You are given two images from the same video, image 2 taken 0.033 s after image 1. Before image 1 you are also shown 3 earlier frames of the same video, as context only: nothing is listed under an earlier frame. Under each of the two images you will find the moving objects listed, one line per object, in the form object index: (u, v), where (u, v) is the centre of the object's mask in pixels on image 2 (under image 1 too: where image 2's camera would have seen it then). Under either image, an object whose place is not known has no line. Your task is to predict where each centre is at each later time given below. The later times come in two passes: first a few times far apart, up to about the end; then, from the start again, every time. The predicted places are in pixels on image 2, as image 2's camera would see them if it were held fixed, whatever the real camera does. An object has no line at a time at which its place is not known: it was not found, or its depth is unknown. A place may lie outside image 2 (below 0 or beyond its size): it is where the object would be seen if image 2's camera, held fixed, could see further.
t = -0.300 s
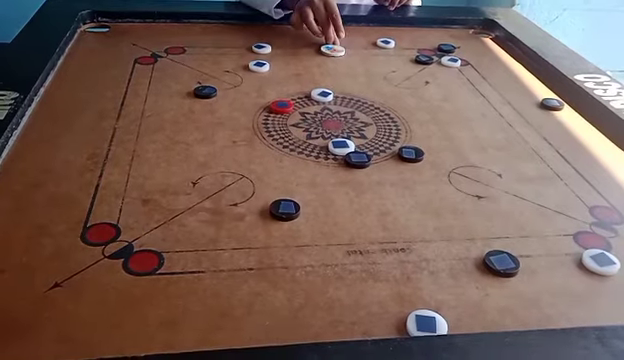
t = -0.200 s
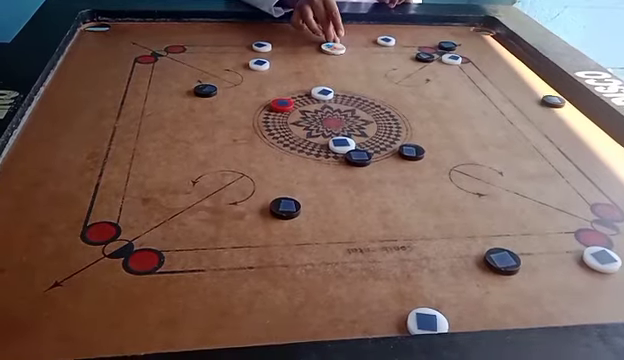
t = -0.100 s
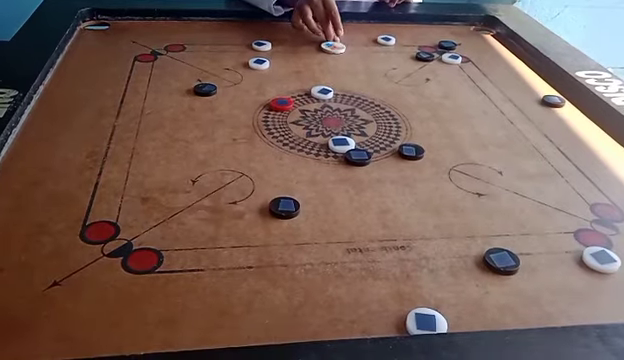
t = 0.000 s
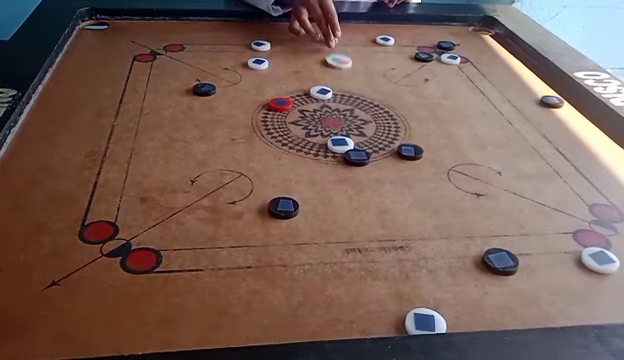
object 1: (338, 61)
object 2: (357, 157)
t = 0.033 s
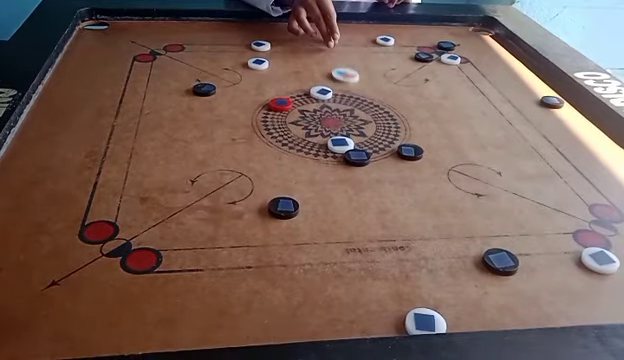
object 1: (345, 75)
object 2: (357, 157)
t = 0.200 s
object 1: (389, 157)
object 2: (345, 162)
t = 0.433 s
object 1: (495, 242)
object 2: (196, 190)
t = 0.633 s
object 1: (523, 241)
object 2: (91, 188)
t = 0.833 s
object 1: (521, 202)
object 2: (13, 182)
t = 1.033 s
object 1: (519, 173)
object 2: (43, 173)
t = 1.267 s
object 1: (518, 146)
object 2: (99, 161)
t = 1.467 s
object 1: (516, 129)
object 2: (141, 151)
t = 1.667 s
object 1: (515, 115)
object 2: (167, 143)
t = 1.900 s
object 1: (514, 104)
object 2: (193, 135)
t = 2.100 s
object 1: (513, 99)
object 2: (212, 128)
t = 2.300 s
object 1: (513, 95)
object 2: (229, 122)
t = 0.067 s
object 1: (352, 89)
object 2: (357, 157)
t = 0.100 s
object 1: (359, 105)
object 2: (357, 157)
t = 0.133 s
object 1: (367, 122)
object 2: (357, 157)
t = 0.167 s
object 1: (377, 141)
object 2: (357, 157)
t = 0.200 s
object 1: (389, 157)
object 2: (345, 162)
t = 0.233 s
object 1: (404, 171)
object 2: (323, 172)
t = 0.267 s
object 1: (420, 184)
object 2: (302, 181)
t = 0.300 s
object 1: (438, 199)
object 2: (279, 189)
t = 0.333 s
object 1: (456, 215)
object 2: (258, 190)
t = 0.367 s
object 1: (475, 231)
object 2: (237, 191)
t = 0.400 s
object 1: (487, 239)
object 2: (216, 191)
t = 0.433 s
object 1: (495, 242)
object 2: (196, 190)
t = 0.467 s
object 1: (503, 245)
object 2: (177, 190)
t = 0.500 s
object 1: (510, 248)
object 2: (158, 190)
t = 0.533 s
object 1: (516, 250)
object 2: (140, 190)
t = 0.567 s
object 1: (521, 251)
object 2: (123, 189)
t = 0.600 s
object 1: (524, 248)
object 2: (107, 189)
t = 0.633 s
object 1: (523, 241)
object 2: (91, 188)
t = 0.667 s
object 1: (523, 233)
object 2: (76, 188)
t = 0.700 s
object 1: (522, 226)
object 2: (62, 187)
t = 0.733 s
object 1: (522, 220)
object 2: (49, 186)
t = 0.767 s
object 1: (521, 214)
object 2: (36, 185)
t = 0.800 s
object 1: (521, 208)
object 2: (23, 183)
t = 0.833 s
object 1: (521, 202)
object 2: (13, 182)
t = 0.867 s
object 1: (521, 197)
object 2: (8, 180)
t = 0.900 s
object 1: (520, 191)
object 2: (13, 179)
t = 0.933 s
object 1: (520, 186)
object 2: (18, 178)
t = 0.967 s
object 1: (520, 182)
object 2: (26, 176)
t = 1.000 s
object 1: (520, 177)
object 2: (34, 175)
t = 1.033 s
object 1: (519, 173)
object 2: (43, 173)
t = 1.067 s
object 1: (519, 169)
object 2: (51, 172)
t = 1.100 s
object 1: (519, 165)
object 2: (60, 170)
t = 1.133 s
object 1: (518, 161)
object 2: (68, 168)
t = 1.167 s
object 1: (518, 157)
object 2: (76, 166)
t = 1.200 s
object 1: (518, 153)
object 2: (84, 164)
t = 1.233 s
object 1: (518, 150)
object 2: (92, 163)
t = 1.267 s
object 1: (518, 146)
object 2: (99, 161)
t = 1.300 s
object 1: (517, 143)
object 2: (107, 159)
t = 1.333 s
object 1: (517, 140)
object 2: (115, 158)
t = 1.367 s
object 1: (516, 137)
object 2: (122, 156)
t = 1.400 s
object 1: (516, 134)
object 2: (129, 154)
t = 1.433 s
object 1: (516, 131)
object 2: (135, 153)
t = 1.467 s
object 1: (516, 129)
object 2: (141, 151)
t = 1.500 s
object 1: (515, 126)
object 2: (146, 150)
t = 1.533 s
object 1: (515, 124)
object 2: (151, 148)
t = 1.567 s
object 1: (515, 121)
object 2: (155, 147)
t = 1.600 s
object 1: (515, 119)
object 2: (159, 146)
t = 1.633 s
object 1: (515, 117)
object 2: (163, 144)
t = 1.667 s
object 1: (515, 115)
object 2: (167, 143)
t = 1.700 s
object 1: (515, 113)
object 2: (171, 142)
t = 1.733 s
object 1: (514, 112)
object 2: (175, 140)
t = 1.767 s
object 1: (514, 110)
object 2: (179, 139)
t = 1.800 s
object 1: (514, 108)
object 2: (182, 138)
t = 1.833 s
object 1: (514, 107)
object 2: (186, 137)
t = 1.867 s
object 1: (514, 106)
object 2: (189, 136)
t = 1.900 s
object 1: (514, 104)
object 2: (193, 135)
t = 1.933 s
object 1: (513, 103)
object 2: (196, 134)
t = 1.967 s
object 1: (513, 102)
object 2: (200, 133)
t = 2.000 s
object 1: (513, 101)
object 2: (203, 131)
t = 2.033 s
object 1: (513, 100)
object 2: (206, 130)
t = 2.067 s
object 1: (513, 99)
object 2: (209, 129)
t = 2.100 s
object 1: (513, 99)
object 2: (212, 128)
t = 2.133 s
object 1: (513, 98)
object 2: (215, 127)
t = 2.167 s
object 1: (513, 97)
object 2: (218, 126)
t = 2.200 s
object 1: (513, 97)
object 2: (221, 125)
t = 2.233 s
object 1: (513, 96)
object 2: (223, 124)
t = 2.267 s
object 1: (513, 96)
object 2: (226, 123)
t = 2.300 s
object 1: (513, 95)
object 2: (229, 122)
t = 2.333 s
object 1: (513, 94)
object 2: (232, 121)
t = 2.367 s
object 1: (513, 94)
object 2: (234, 120)
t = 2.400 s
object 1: (512, 93)
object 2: (237, 119)
